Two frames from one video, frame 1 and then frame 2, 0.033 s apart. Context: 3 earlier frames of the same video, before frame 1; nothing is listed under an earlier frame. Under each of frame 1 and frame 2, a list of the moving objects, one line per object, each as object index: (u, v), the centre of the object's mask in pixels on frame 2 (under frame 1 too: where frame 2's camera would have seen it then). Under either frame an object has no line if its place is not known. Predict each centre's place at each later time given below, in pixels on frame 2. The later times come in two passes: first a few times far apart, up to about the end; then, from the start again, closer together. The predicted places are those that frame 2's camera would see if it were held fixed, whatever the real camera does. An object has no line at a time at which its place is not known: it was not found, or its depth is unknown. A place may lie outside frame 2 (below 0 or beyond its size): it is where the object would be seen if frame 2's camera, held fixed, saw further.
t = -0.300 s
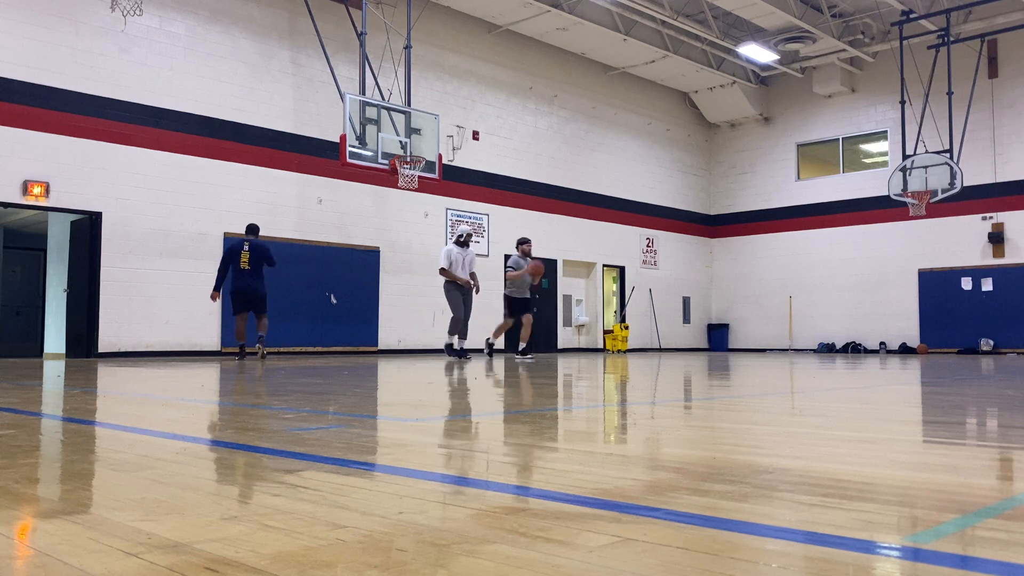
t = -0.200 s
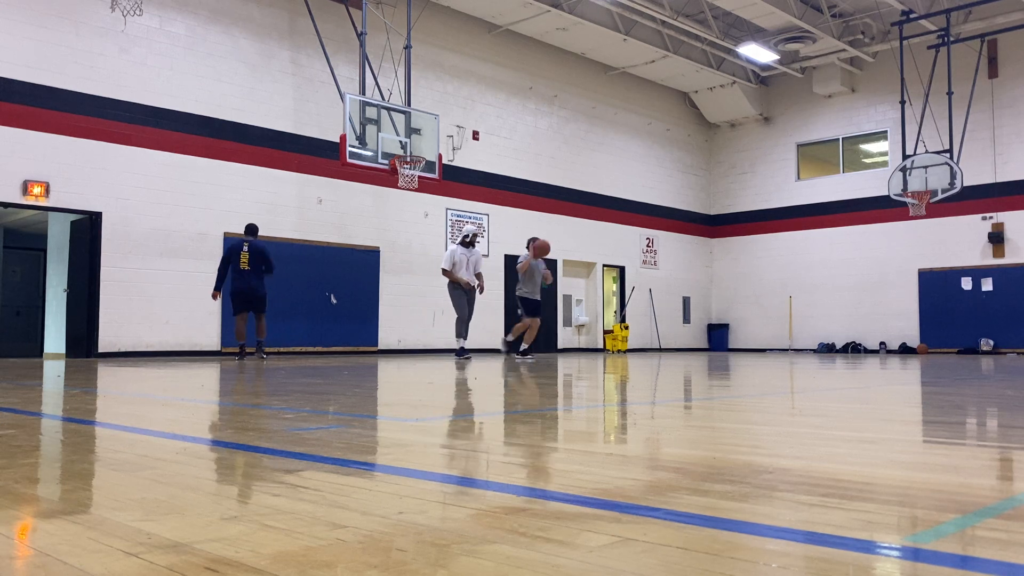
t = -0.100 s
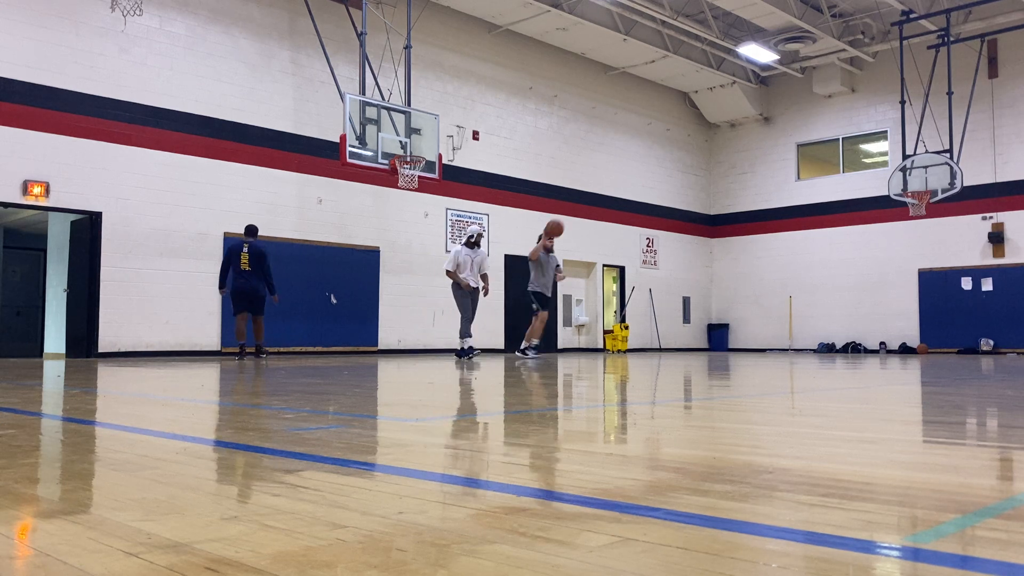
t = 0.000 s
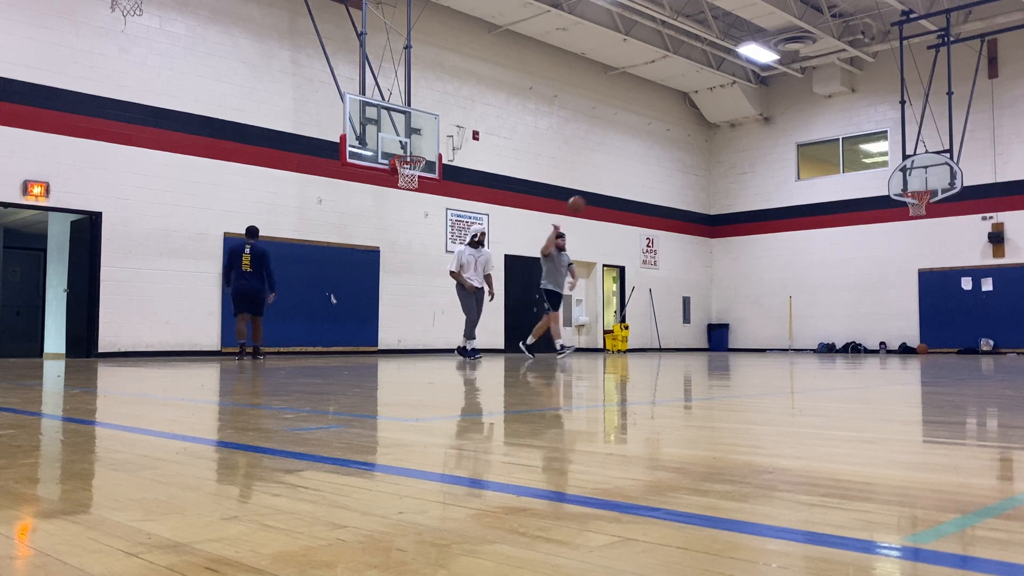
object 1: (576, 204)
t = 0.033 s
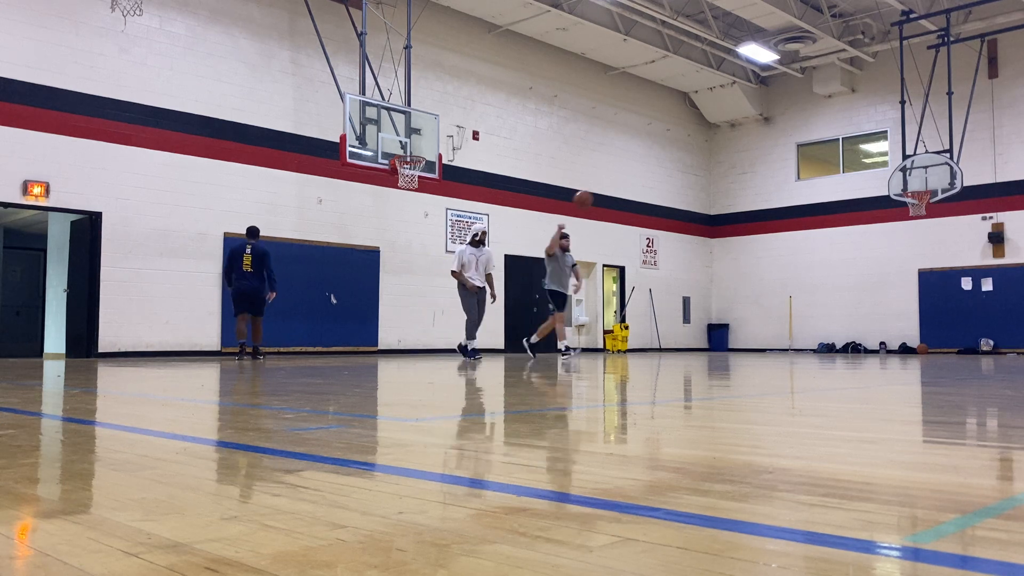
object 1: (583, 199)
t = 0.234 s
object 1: (630, 178)
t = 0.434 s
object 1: (683, 188)
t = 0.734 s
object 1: (778, 281)
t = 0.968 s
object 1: (847, 305)
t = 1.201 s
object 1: (899, 227)
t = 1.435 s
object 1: (958, 204)
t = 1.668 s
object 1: (1016, 246)
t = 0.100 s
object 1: (598, 190)
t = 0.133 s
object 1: (606, 185)
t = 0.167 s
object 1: (614, 182)
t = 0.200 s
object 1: (622, 180)
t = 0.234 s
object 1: (630, 178)
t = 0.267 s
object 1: (638, 178)
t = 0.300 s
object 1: (647, 178)
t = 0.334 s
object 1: (655, 179)
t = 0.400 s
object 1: (674, 184)
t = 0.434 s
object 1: (683, 188)
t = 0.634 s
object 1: (744, 238)
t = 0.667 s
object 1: (755, 251)
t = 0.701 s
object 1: (766, 265)
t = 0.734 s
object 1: (778, 281)
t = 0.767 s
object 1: (790, 298)
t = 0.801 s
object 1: (802, 317)
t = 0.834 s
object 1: (814, 336)
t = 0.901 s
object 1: (834, 338)
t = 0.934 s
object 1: (840, 321)
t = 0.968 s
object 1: (847, 305)
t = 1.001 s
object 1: (855, 291)
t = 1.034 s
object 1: (862, 277)
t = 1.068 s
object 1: (869, 265)
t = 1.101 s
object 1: (876, 254)
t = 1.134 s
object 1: (884, 244)
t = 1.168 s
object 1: (891, 235)
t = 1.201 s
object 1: (899, 227)
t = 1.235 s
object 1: (907, 220)
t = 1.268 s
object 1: (915, 215)
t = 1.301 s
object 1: (923, 210)
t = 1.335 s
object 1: (932, 207)
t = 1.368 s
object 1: (941, 205)
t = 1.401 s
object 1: (950, 204)
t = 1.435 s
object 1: (958, 204)
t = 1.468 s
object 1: (966, 206)
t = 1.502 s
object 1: (975, 209)
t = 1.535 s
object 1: (984, 214)
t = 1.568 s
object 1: (994, 220)
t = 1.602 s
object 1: (1003, 228)
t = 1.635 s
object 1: (1011, 236)
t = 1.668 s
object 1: (1016, 246)
